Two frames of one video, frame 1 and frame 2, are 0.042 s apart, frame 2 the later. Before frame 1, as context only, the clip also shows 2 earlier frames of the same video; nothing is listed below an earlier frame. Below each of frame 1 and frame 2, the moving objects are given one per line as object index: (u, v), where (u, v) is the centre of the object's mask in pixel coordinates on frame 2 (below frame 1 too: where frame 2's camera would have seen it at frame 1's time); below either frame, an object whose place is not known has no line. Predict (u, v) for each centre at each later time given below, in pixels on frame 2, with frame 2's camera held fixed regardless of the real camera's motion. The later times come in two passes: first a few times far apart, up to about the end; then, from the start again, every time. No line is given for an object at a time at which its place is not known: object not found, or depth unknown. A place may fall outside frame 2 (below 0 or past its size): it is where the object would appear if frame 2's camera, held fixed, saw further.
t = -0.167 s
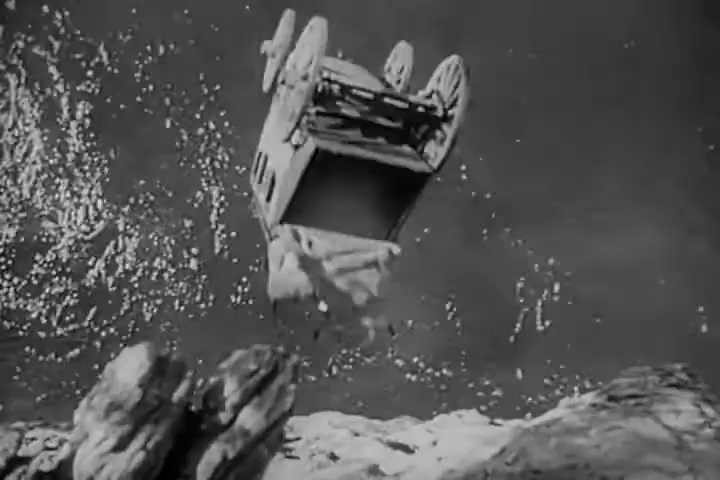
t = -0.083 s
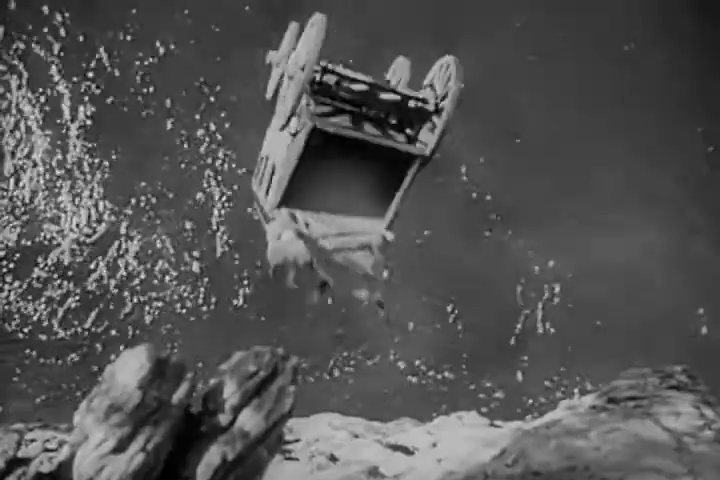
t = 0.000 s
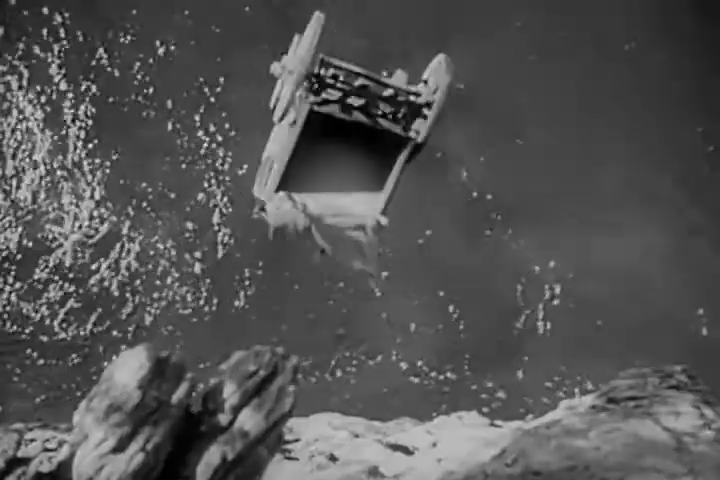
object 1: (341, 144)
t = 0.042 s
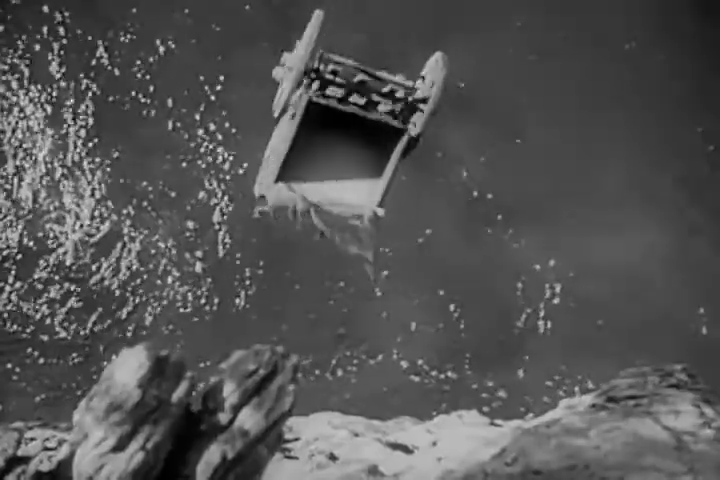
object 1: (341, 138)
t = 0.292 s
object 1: (328, 127)
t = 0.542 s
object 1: (325, 135)
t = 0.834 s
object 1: (322, 148)
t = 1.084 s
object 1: (321, 158)
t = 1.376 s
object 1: (318, 172)
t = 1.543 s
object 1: (318, 178)
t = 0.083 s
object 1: (340, 132)
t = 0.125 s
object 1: (338, 131)
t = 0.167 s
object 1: (336, 129)
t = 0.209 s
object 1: (333, 128)
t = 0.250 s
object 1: (331, 128)
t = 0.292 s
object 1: (328, 127)
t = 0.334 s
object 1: (328, 129)
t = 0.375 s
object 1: (326, 131)
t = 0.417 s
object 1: (326, 131)
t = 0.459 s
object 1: (327, 133)
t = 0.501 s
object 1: (326, 133)
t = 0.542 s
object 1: (325, 135)
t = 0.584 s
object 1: (325, 137)
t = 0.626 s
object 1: (324, 139)
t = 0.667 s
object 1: (324, 141)
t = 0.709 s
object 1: (323, 143)
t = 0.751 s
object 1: (323, 144)
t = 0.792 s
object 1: (322, 146)
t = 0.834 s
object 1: (322, 148)
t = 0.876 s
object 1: (322, 148)
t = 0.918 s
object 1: (322, 151)
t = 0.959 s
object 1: (321, 153)
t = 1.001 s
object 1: (321, 155)
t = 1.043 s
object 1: (321, 156)
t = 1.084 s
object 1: (321, 158)
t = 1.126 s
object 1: (320, 160)
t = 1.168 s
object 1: (320, 163)
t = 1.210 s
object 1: (320, 164)
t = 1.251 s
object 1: (319, 166)
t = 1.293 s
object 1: (319, 169)
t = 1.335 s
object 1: (318, 170)
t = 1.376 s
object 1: (318, 172)
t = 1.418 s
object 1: (318, 173)
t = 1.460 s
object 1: (318, 174)
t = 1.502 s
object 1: (318, 175)
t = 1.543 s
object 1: (318, 178)
